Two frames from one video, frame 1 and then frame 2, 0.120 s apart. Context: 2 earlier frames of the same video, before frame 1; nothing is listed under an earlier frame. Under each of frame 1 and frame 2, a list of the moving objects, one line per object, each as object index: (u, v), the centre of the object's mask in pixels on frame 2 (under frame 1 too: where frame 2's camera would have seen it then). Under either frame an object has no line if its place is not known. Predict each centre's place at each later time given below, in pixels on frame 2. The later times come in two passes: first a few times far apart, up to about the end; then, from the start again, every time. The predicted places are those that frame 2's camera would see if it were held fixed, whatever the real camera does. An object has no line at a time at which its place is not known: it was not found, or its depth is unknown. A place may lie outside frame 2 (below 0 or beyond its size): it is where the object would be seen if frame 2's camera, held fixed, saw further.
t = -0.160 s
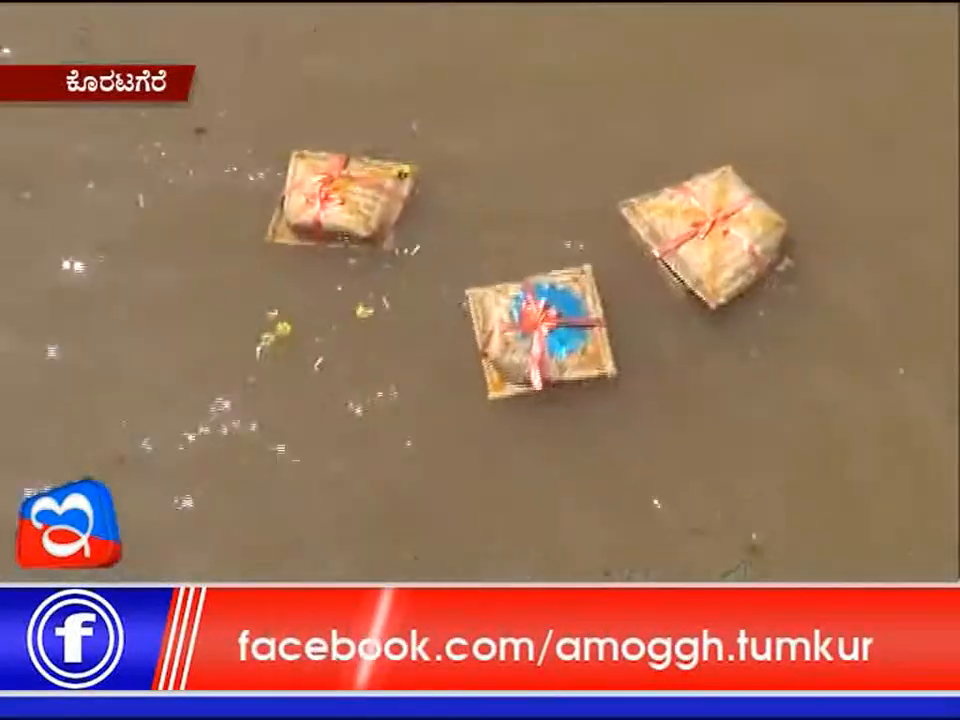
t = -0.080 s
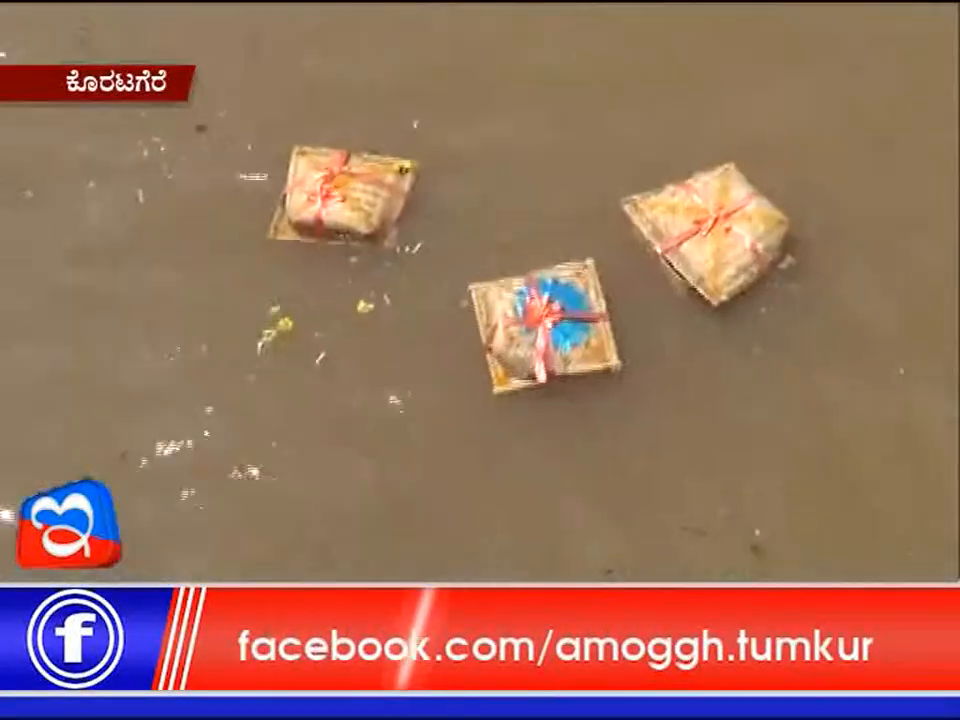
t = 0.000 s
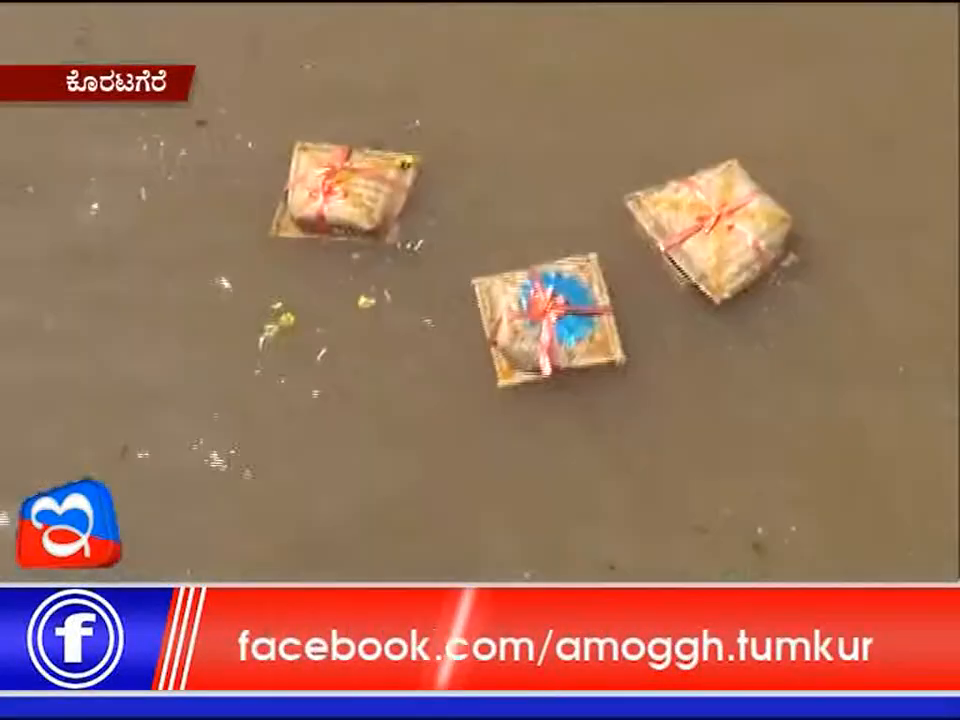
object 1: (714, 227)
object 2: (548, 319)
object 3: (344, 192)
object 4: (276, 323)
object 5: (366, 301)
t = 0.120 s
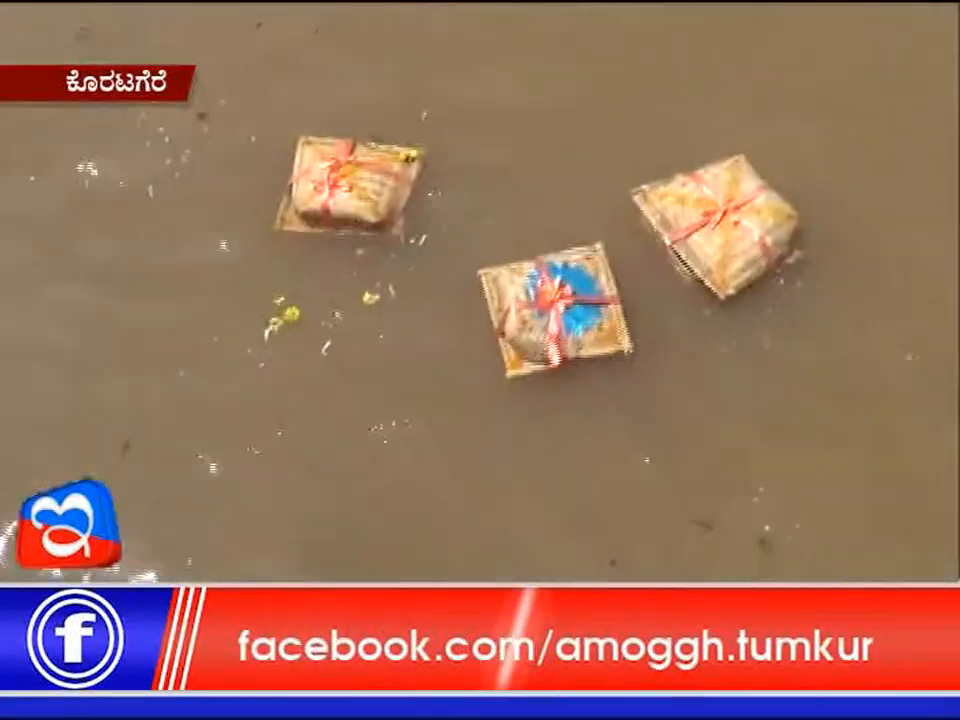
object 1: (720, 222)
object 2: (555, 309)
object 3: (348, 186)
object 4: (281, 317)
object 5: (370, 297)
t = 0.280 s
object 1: (729, 216)
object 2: (566, 297)
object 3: (355, 178)
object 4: (288, 317)
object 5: (377, 292)
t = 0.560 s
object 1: (737, 206)
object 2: (577, 276)
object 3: (361, 164)
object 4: (290, 304)
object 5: (380, 279)
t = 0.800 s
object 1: (726, 192)
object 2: (567, 256)
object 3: (345, 150)
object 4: (275, 287)
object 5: (365, 266)
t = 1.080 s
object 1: (721, 179)
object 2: (564, 232)
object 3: (338, 132)
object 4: (271, 272)
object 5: (358, 247)
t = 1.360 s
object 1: (725, 167)
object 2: (572, 212)
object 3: (340, 114)
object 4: (268, 257)
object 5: (358, 234)
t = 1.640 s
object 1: (725, 152)
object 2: (574, 188)
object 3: (337, 97)
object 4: (267, 236)
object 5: (352, 215)
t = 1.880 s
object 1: (728, 143)
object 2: (579, 175)
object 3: (338, 89)
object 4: (270, 229)
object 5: (355, 206)
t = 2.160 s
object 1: (731, 131)
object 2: (585, 156)
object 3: (338, 79)
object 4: (269, 219)
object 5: (353, 200)
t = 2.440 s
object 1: (744, 124)
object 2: (598, 143)
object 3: (347, 72)
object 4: (280, 214)
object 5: (361, 189)
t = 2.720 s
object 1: (756, 116)
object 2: (610, 131)
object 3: (354, 65)
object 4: (287, 205)
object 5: (369, 184)
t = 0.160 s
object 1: (722, 221)
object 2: (558, 306)
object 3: (350, 184)
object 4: (282, 315)
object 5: (372, 296)
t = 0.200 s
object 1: (724, 219)
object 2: (560, 303)
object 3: (351, 182)
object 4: (285, 318)
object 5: (374, 294)
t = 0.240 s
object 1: (727, 217)
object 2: (563, 300)
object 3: (353, 179)
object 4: (286, 317)
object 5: (375, 293)
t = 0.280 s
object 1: (729, 216)
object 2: (566, 297)
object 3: (355, 178)
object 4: (288, 317)
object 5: (377, 292)
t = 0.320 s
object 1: (731, 215)
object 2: (568, 294)
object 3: (356, 177)
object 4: (289, 316)
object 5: (379, 291)
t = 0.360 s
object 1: (733, 213)
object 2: (570, 292)
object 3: (358, 176)
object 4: (291, 315)
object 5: (380, 290)
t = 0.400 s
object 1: (735, 212)
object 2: (573, 289)
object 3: (359, 173)
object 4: (292, 313)
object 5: (382, 288)
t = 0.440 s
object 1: (736, 211)
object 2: (574, 286)
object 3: (361, 171)
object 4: (292, 312)
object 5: (382, 286)
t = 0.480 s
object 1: (737, 210)
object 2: (576, 282)
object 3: (361, 168)
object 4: (292, 309)
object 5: (382, 284)
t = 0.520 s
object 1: (738, 208)
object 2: (576, 279)
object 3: (362, 166)
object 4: (291, 307)
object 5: (382, 281)
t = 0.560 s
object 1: (737, 206)
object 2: (577, 276)
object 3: (361, 164)
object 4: (290, 304)
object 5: (380, 279)
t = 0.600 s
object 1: (736, 203)
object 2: (576, 272)
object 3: (359, 162)
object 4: (287, 300)
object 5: (379, 277)
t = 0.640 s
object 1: (734, 201)
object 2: (575, 269)
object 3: (357, 159)
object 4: (285, 297)
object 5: (376, 274)
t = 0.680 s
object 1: (732, 199)
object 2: (573, 266)
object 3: (354, 156)
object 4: (282, 294)
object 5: (373, 272)
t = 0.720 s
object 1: (730, 196)
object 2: (571, 262)
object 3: (351, 155)
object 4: (279, 291)
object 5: (370, 269)
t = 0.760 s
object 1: (728, 194)
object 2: (569, 259)
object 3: (349, 153)
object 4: (277, 289)
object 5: (367, 268)
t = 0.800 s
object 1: (726, 192)
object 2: (567, 256)
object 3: (345, 150)
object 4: (275, 287)
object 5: (365, 266)
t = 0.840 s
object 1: (724, 190)
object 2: (565, 253)
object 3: (343, 148)
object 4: (274, 285)
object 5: (363, 264)
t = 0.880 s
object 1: (722, 188)
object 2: (564, 249)
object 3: (341, 146)
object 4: (273, 284)
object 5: (361, 262)
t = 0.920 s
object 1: (721, 186)
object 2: (563, 246)
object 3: (339, 144)
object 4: (272, 282)
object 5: (359, 260)
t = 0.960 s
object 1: (721, 184)
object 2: (563, 243)
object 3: (338, 141)
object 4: (273, 280)
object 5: (359, 257)
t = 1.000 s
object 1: (720, 183)
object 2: (563, 239)
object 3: (338, 139)
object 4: (272, 278)
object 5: (359, 254)
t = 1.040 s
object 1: (720, 181)
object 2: (563, 236)
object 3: (338, 136)
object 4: (272, 275)
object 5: (358, 251)
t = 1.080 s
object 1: (721, 179)
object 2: (564, 232)
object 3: (338, 132)
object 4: (271, 272)
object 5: (358, 247)
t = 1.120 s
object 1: (722, 177)
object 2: (566, 229)
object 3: (339, 130)
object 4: (271, 269)
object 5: (358, 245)
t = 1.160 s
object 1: (723, 176)
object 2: (567, 226)
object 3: (339, 127)
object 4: (270, 266)
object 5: (358, 242)
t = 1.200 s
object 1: (723, 174)
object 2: (568, 223)
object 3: (339, 124)
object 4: (269, 265)
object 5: (358, 241)
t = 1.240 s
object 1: (724, 172)
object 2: (569, 220)
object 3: (340, 122)
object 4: (269, 264)
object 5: (358, 240)
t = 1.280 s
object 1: (724, 170)
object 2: (570, 217)
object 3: (340, 119)
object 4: (269, 262)
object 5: (359, 238)
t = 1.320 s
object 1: (725, 169)
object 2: (571, 214)
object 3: (340, 117)
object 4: (268, 259)
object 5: (359, 236)
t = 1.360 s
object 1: (725, 167)
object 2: (572, 212)
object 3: (340, 114)
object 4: (268, 257)
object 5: (358, 234)
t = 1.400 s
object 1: (726, 165)
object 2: (572, 208)
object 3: (341, 111)
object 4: (267, 254)
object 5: (357, 232)
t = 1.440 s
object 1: (726, 164)
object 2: (573, 205)
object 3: (340, 109)
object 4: (266, 251)
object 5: (356, 230)
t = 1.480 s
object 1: (726, 162)
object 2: (573, 202)
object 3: (341, 107)
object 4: (266, 247)
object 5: (355, 227)
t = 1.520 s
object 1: (726, 160)
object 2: (573, 198)
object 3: (340, 104)
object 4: (268, 243)
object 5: (354, 224)
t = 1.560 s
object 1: (725, 157)
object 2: (573, 195)
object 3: (339, 102)
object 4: (268, 240)
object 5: (353, 222)
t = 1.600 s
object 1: (725, 155)
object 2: (573, 191)
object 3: (338, 100)
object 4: (267, 238)
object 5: (352, 218)
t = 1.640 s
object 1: (725, 152)
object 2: (574, 188)
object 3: (337, 97)
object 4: (267, 236)
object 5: (352, 215)
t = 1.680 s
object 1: (725, 149)
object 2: (575, 185)
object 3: (337, 95)
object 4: (268, 234)
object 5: (352, 213)
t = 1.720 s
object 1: (726, 148)
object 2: (576, 182)
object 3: (338, 94)
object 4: (267, 233)
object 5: (353, 210)
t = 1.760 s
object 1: (727, 147)
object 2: (577, 180)
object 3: (338, 92)
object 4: (268, 232)
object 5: (353, 208)
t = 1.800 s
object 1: (727, 146)
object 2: (578, 178)
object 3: (338, 91)
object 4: (268, 231)
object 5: (354, 207)
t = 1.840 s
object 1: (728, 144)
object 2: (578, 177)
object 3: (338, 90)
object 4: (268, 231)
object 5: (355, 206)
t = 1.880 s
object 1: (728, 143)
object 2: (579, 175)
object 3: (338, 89)
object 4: (270, 229)
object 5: (355, 206)
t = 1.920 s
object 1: (728, 142)
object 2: (580, 173)
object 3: (338, 88)
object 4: (269, 229)
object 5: (355, 206)
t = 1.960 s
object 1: (728, 140)
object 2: (580, 170)
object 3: (337, 87)
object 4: (266, 230)
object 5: (355, 206)
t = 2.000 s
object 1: (729, 138)
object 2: (581, 168)
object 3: (337, 86)
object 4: (265, 229)
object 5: (355, 205)
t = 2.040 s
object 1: (729, 137)
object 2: (582, 165)
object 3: (337, 84)
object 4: (268, 225)
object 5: (354, 204)
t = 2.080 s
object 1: (730, 135)
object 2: (583, 162)
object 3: (337, 82)
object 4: (268, 223)
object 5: (354, 203)
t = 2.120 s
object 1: (731, 133)
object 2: (584, 159)
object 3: (337, 81)
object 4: (268, 222)
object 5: (353, 202)
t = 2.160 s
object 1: (731, 131)
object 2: (585, 156)
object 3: (338, 79)
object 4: (269, 219)
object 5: (353, 200)
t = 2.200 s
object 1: (733, 130)
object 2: (586, 154)
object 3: (338, 78)
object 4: (270, 218)
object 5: (353, 197)
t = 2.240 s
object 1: (734, 128)
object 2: (589, 152)
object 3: (340, 77)
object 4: (273, 217)
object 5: (355, 195)
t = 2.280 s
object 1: (737, 128)
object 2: (591, 151)
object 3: (342, 77)
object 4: (275, 216)
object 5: (356, 194)
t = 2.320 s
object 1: (738, 127)
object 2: (593, 148)
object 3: (343, 75)
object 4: (277, 215)
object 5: (357, 191)
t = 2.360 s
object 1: (740, 126)
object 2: (595, 147)
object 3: (344, 74)
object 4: (278, 215)
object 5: (358, 191)
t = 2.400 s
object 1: (742, 125)
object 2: (597, 145)
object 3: (345, 73)
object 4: (279, 214)
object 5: (360, 190)
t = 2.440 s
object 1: (744, 124)
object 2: (598, 143)
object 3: (347, 72)
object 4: (280, 214)
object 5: (361, 189)
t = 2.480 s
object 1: (745, 123)
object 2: (600, 142)
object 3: (348, 71)
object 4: (280, 214)
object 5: (362, 190)
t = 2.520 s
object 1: (747, 122)
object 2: (601, 140)
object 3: (348, 71)
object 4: (280, 213)
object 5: (363, 190)
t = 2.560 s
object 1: (748, 120)
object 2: (602, 138)
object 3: (348, 70)
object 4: (281, 212)
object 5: (364, 191)
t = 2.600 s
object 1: (750, 119)
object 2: (604, 137)
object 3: (350, 69)
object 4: (282, 211)
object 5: (365, 190)
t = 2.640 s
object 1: (752, 118)
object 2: (606, 135)
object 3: (351, 68)
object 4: (283, 209)
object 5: (366, 189)
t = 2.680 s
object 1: (754, 117)
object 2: (608, 133)
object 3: (353, 67)
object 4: (285, 207)
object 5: (368, 187)
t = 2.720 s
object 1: (756, 116)
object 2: (610, 131)
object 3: (354, 65)
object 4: (287, 205)
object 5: (369, 184)
